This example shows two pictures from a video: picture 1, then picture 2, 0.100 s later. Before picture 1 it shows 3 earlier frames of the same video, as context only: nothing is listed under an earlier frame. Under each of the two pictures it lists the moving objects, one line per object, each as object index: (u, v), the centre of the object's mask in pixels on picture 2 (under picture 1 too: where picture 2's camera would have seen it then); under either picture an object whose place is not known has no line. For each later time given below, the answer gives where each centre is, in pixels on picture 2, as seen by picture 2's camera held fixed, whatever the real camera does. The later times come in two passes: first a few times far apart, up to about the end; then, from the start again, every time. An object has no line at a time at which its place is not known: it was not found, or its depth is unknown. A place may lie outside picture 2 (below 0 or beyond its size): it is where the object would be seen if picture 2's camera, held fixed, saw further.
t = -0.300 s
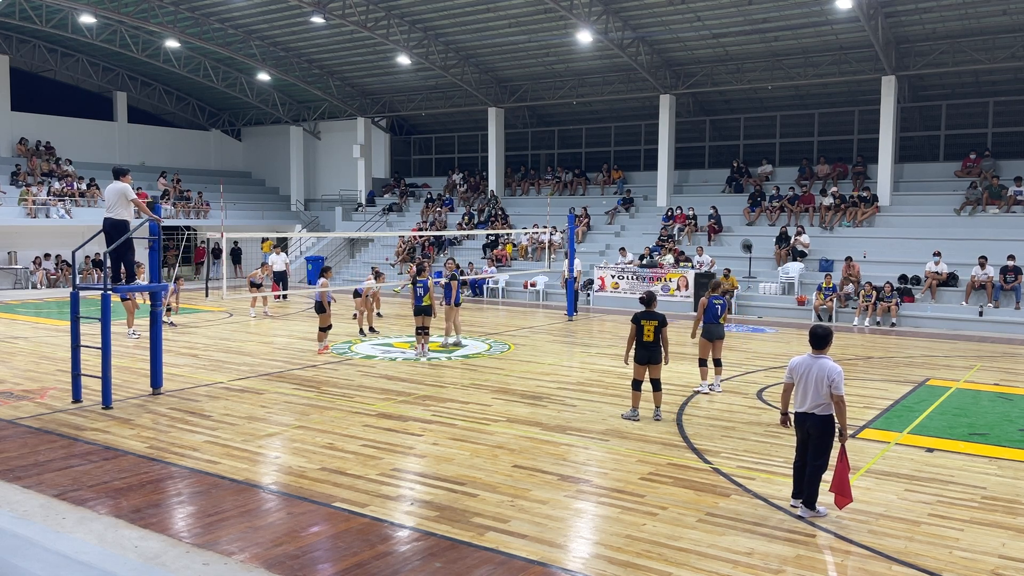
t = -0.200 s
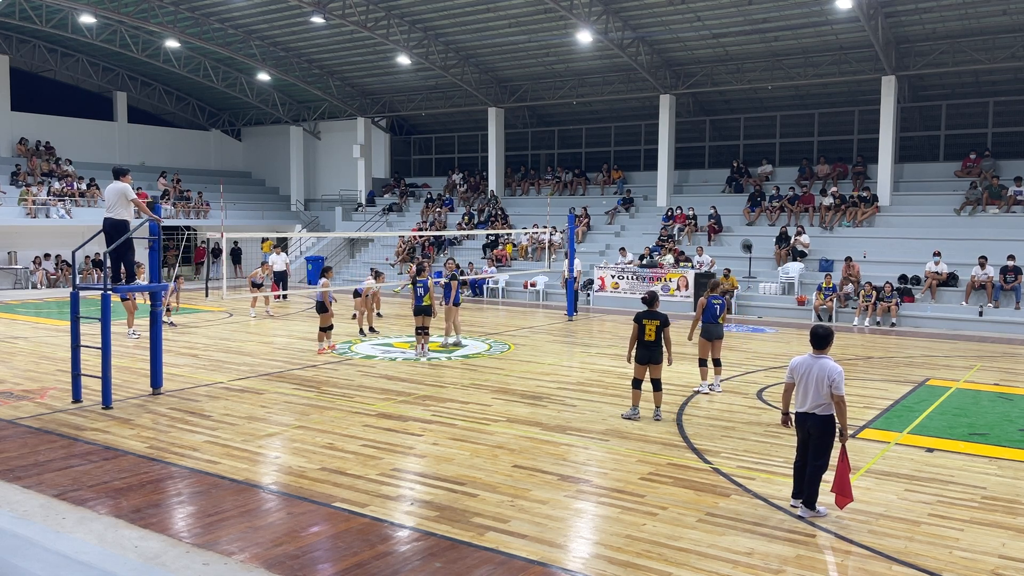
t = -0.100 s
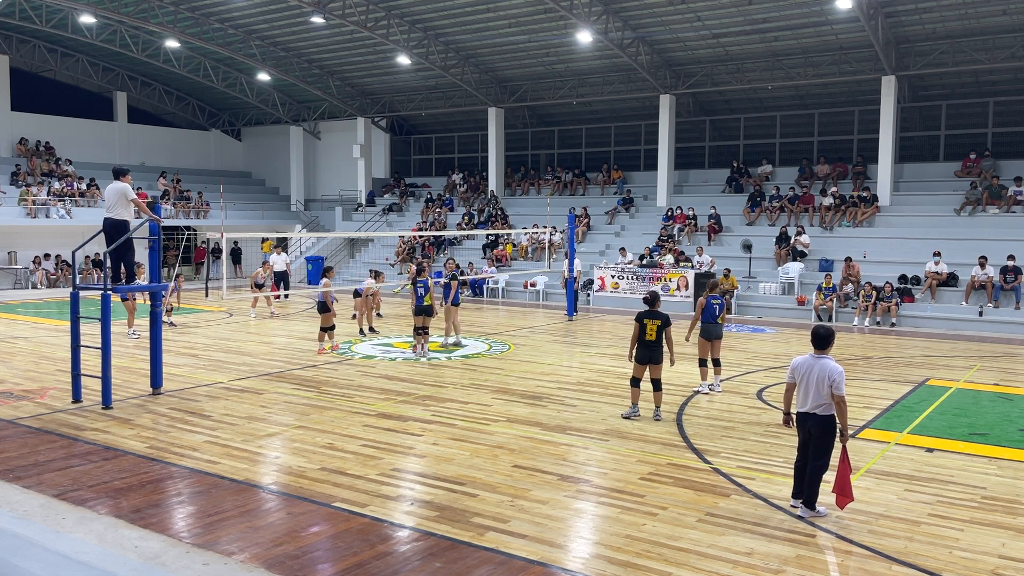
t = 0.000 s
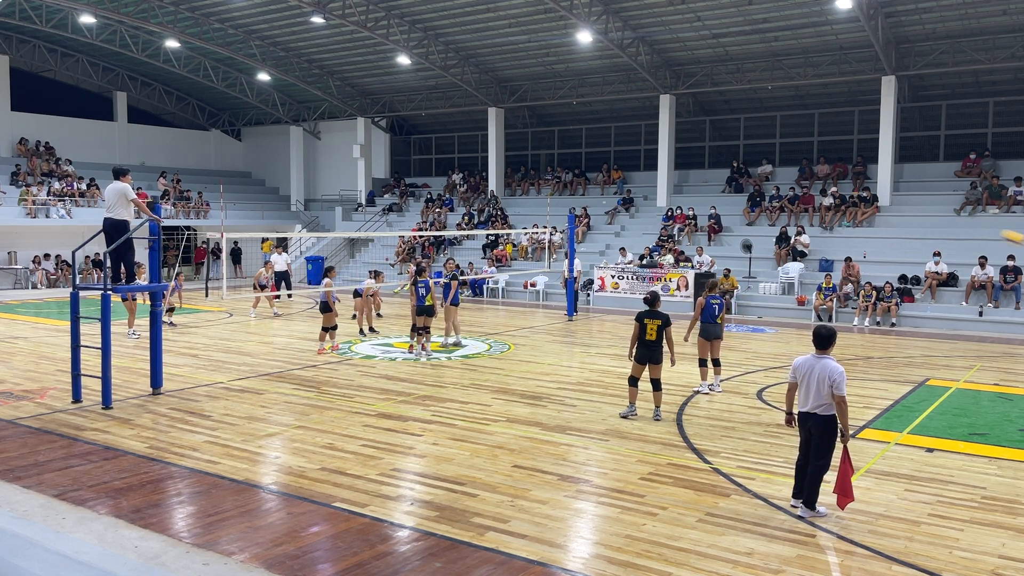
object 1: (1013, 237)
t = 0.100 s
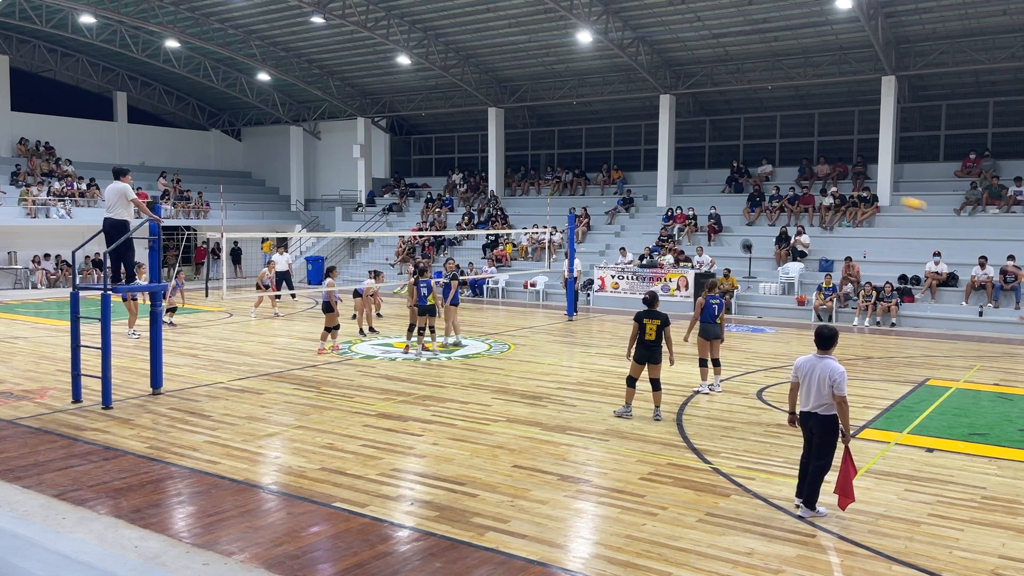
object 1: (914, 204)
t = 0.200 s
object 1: (824, 178)
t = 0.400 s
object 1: (670, 149)
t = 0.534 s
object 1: (581, 146)
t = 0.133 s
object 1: (882, 194)
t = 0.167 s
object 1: (852, 186)
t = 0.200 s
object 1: (824, 178)
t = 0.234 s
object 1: (796, 171)
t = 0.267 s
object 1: (768, 164)
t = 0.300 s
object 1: (742, 159)
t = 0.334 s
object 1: (717, 155)
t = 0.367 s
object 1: (692, 152)
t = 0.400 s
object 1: (670, 149)
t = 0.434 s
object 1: (645, 147)
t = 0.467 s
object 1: (623, 146)
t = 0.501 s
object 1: (601, 146)
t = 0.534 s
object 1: (581, 146)
